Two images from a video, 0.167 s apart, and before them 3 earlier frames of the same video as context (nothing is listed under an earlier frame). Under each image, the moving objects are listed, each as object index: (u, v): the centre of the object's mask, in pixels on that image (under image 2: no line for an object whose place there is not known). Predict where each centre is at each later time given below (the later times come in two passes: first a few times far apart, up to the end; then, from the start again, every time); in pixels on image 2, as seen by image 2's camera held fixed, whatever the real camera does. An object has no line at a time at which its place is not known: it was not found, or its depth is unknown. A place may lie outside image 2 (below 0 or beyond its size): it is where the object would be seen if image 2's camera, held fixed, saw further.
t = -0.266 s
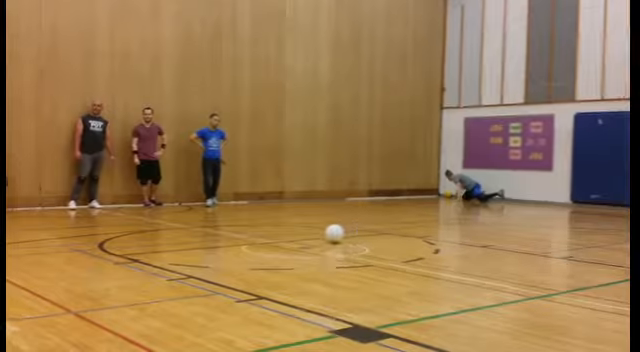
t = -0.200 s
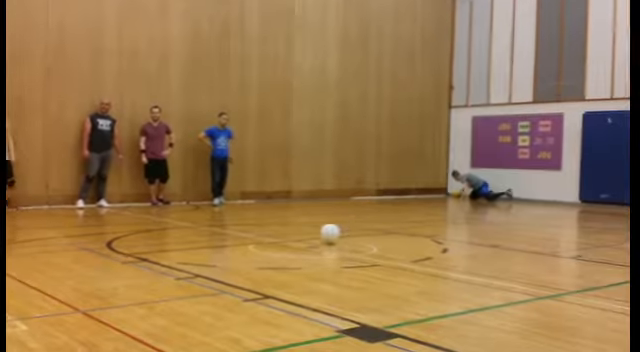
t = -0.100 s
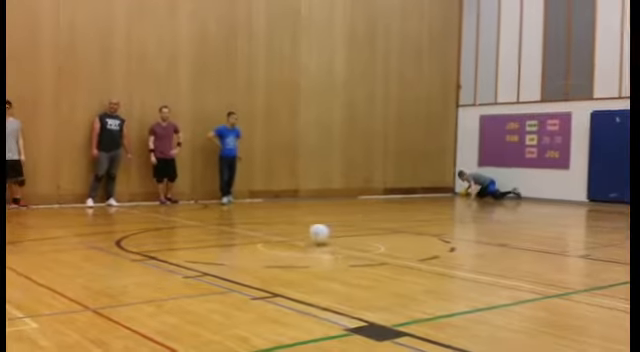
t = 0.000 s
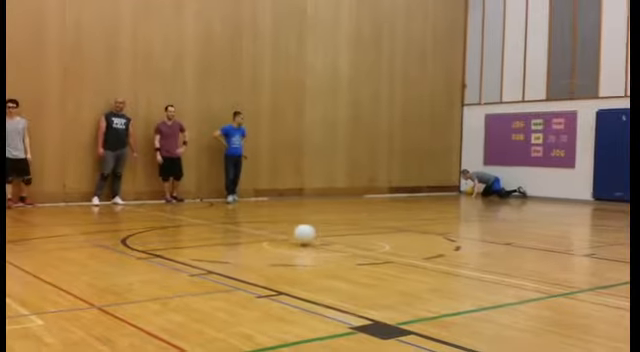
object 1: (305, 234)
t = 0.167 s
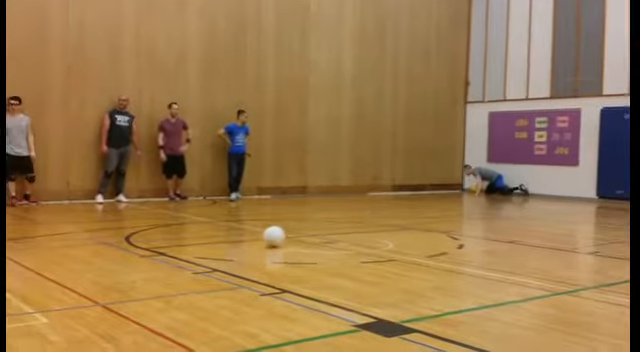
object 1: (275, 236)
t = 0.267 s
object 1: (253, 239)
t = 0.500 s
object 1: (198, 244)
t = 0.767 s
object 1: (129, 251)
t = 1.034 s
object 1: (51, 259)
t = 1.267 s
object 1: (-27, 266)
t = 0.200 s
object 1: (267, 237)
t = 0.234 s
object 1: (261, 237)
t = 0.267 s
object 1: (253, 239)
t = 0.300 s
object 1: (245, 239)
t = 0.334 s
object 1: (238, 240)
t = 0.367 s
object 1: (230, 241)
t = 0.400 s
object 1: (222, 241)
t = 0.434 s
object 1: (214, 242)
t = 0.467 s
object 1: (206, 243)
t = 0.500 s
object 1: (198, 244)
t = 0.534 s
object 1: (190, 245)
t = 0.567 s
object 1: (181, 246)
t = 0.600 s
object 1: (173, 246)
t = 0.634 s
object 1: (165, 247)
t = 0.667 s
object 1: (156, 248)
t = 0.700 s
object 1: (147, 249)
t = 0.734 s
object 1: (139, 249)
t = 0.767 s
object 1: (129, 251)
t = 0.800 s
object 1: (120, 252)
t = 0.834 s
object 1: (112, 253)
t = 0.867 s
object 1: (102, 254)
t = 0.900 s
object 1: (92, 255)
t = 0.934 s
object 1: (83, 256)
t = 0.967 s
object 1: (72, 257)
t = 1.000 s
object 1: (62, 258)
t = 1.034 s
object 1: (51, 259)
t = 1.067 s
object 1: (40, 260)
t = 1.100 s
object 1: (29, 261)
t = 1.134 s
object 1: (20, 262)
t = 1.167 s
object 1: (8, 263)
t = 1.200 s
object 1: (-3, 264)
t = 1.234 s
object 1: (-15, 265)
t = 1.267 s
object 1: (-27, 266)
